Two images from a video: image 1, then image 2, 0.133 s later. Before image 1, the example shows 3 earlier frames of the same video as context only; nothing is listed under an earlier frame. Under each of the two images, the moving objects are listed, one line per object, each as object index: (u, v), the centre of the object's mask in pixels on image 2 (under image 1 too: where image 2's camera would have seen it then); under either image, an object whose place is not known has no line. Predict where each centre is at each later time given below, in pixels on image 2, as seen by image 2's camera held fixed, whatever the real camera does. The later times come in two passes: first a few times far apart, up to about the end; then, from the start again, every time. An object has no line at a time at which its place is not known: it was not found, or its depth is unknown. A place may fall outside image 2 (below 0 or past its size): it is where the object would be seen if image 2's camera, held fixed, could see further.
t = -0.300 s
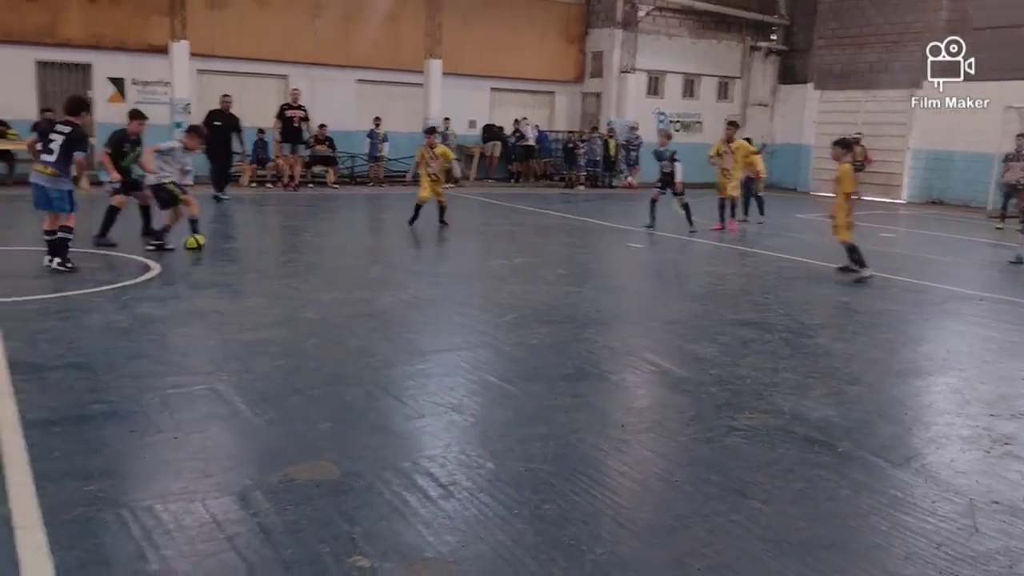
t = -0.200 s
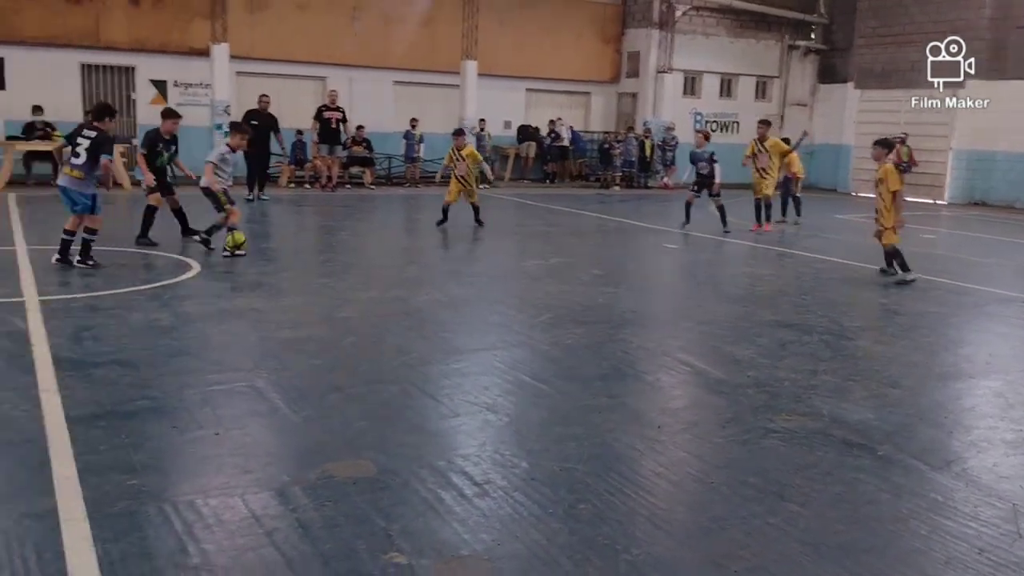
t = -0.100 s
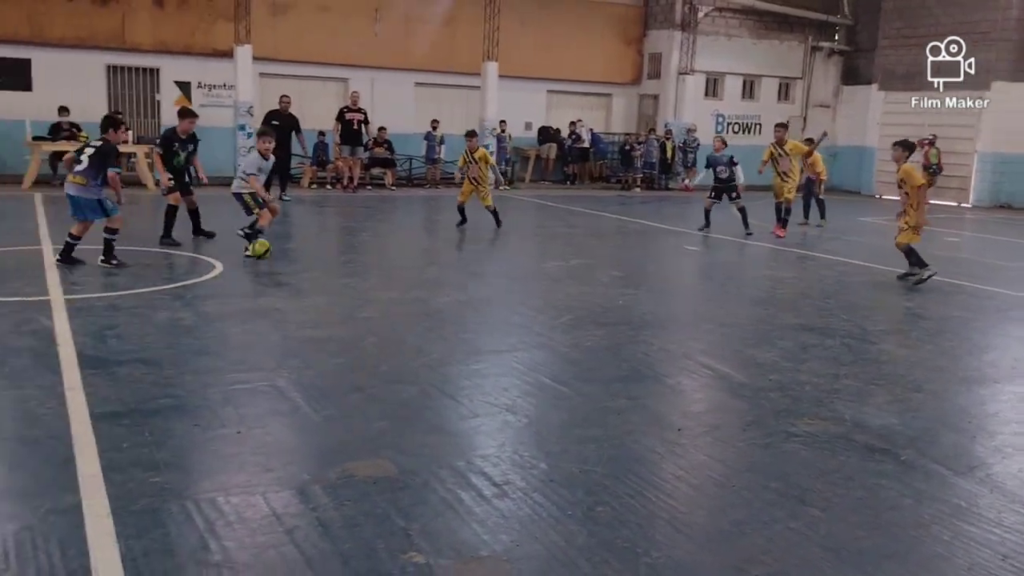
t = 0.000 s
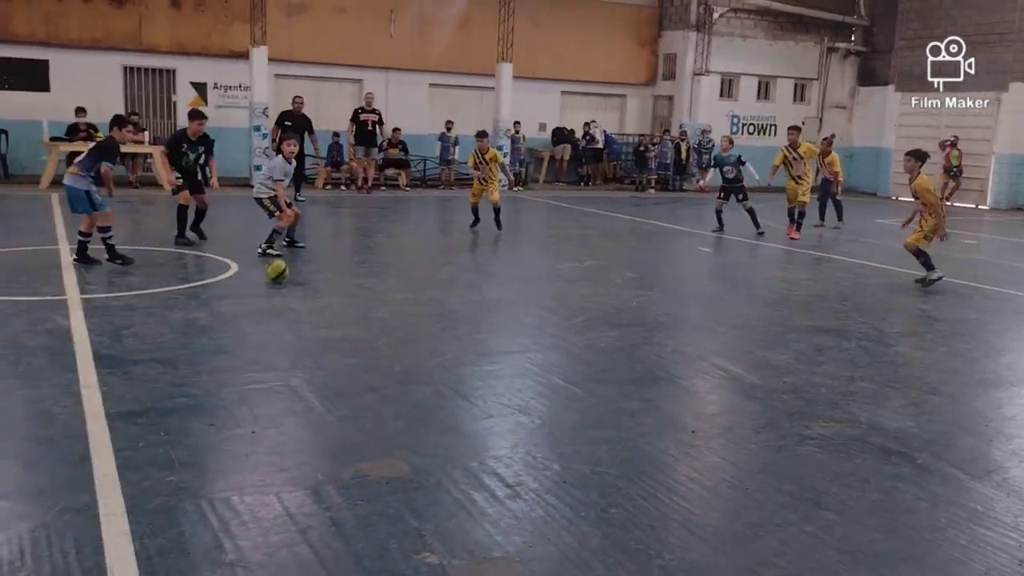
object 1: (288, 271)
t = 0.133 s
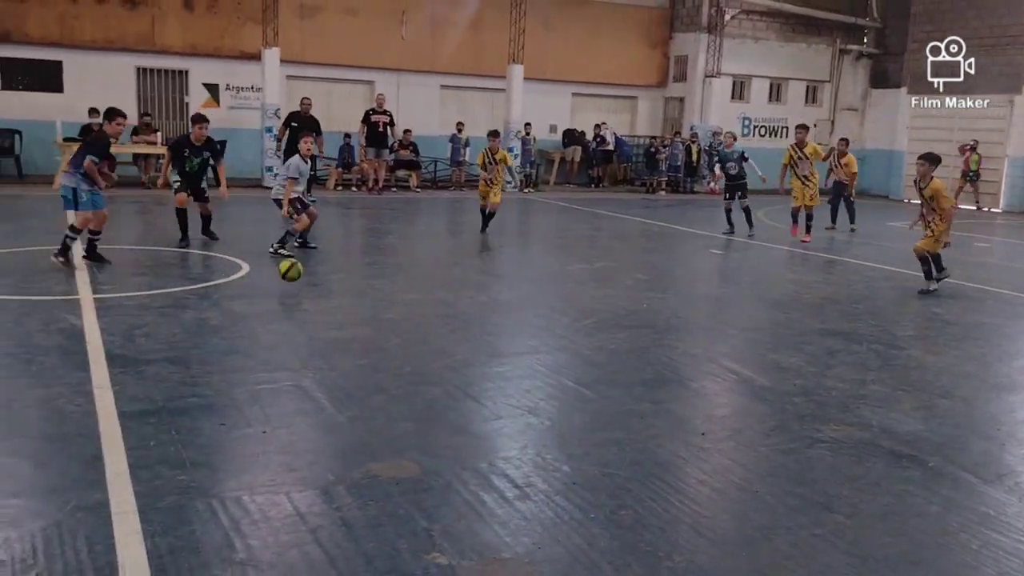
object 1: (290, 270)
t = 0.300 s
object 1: (294, 297)
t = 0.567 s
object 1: (301, 321)
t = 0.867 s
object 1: (308, 363)
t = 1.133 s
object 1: (311, 406)
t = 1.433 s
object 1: (312, 500)
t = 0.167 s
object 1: (291, 272)
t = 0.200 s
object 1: (292, 275)
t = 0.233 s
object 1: (293, 281)
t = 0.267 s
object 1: (293, 288)
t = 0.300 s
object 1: (294, 297)
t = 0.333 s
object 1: (294, 298)
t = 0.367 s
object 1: (296, 296)
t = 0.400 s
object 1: (297, 296)
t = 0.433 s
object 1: (297, 298)
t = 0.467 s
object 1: (299, 301)
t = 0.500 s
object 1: (299, 306)
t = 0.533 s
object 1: (300, 313)
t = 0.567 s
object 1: (301, 321)
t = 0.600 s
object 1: (301, 329)
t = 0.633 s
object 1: (303, 328)
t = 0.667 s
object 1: (304, 328)
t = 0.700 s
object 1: (305, 330)
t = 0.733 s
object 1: (305, 335)
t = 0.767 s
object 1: (306, 341)
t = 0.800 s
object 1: (307, 349)
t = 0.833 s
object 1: (307, 361)
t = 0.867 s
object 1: (308, 363)
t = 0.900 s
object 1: (309, 364)
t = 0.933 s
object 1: (308, 368)
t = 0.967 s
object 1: (308, 374)
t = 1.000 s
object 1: (309, 383)
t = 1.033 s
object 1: (309, 394)
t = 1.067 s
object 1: (309, 398)
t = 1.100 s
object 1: (310, 401)
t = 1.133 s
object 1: (311, 406)
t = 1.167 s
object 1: (311, 413)
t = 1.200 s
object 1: (312, 423)
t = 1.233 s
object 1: (313, 437)
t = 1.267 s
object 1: (313, 449)
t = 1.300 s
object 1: (313, 453)
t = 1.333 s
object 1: (313, 459)
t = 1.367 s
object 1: (313, 469)
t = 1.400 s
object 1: (313, 482)
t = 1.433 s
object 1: (312, 500)
